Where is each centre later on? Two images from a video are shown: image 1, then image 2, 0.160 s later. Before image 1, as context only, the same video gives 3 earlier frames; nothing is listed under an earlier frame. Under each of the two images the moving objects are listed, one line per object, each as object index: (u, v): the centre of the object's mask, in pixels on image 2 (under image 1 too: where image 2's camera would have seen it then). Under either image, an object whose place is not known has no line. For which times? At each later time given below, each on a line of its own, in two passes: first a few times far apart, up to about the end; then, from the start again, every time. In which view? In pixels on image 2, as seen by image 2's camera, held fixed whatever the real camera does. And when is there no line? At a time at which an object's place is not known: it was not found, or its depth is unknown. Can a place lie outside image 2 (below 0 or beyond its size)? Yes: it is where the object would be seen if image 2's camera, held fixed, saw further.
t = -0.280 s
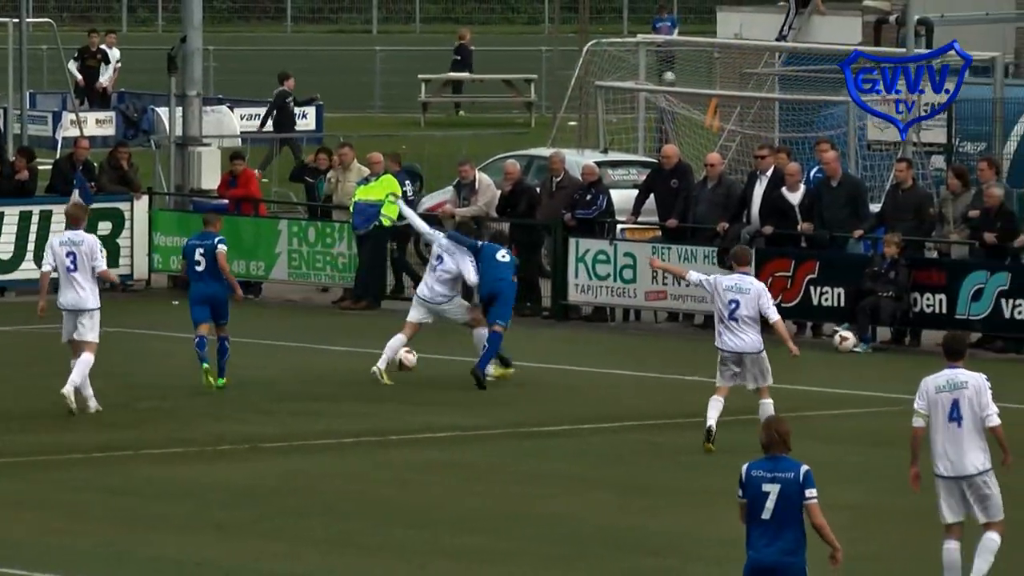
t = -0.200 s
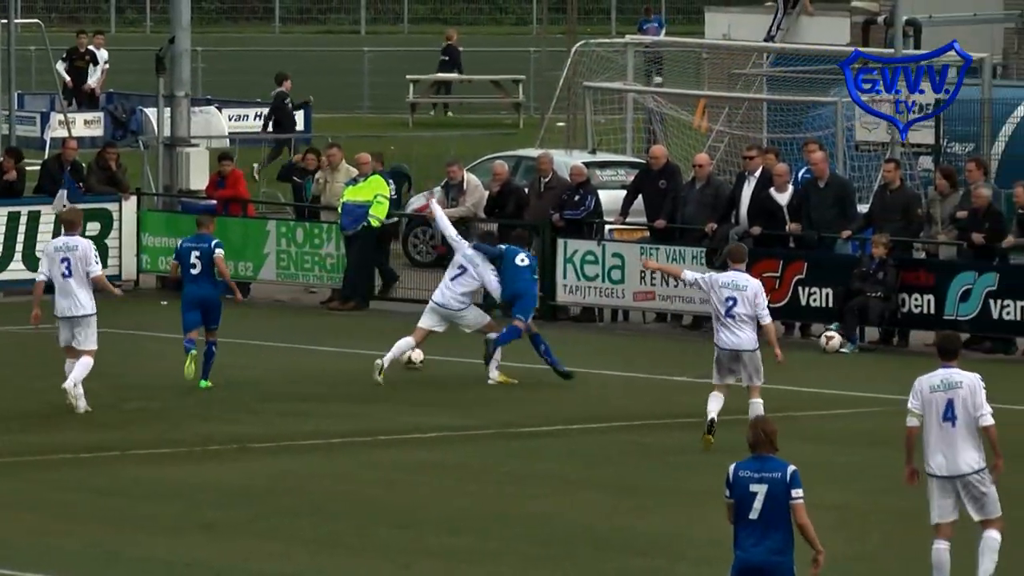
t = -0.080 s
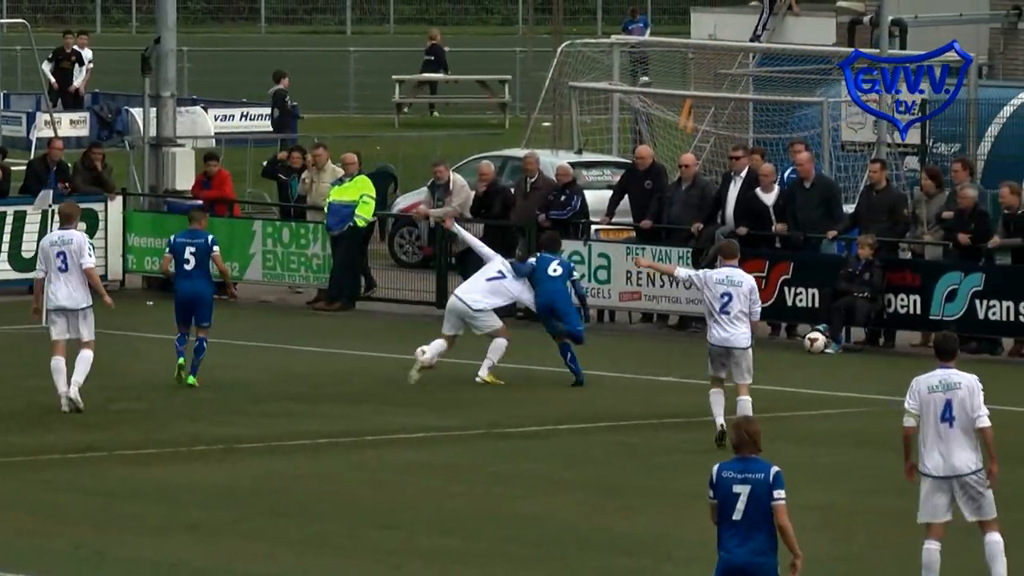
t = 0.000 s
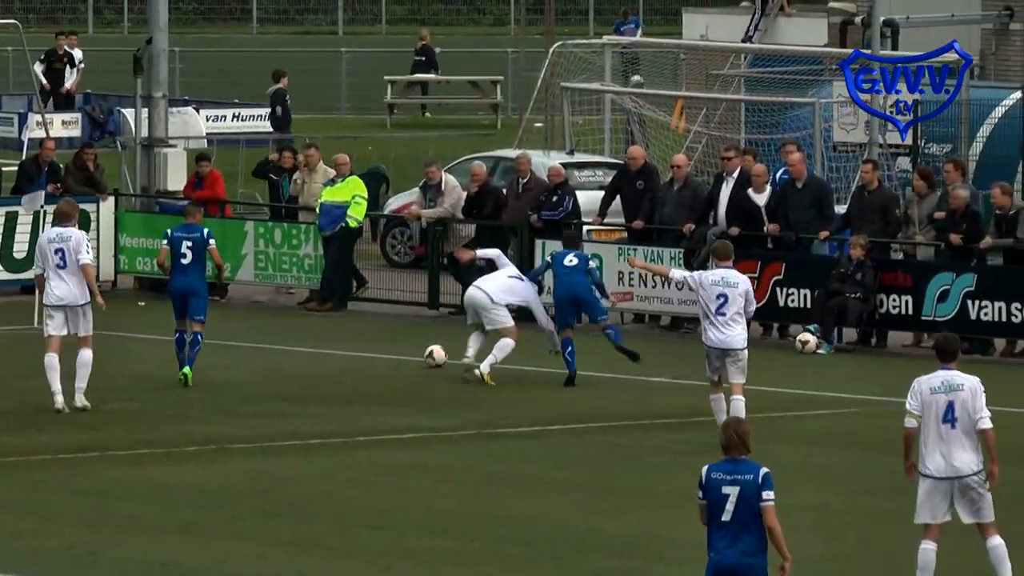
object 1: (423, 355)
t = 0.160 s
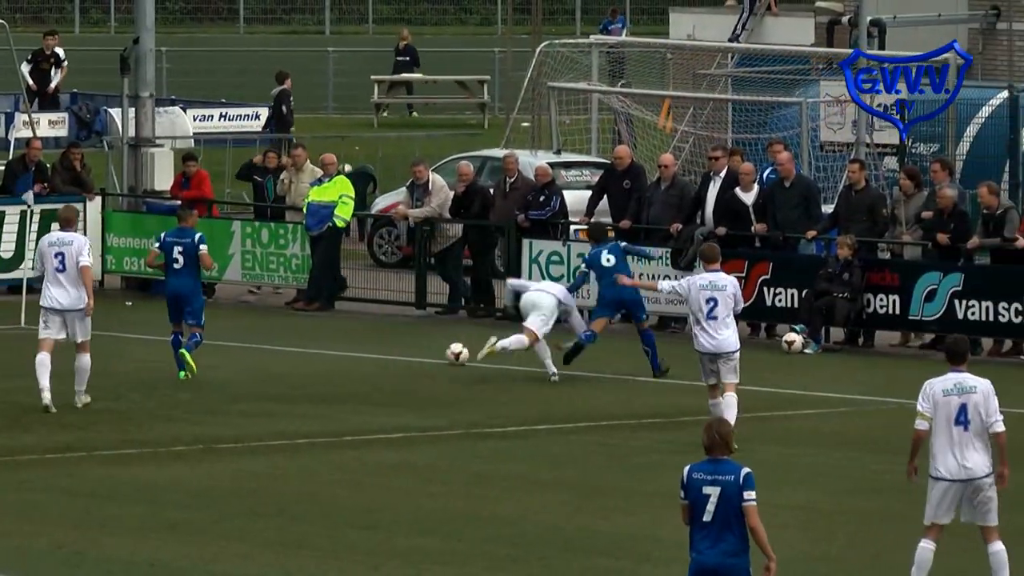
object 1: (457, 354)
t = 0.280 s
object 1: (481, 353)
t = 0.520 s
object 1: (529, 349)
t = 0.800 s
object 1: (582, 347)
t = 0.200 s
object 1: (465, 353)
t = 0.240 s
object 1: (474, 353)
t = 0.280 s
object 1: (481, 353)
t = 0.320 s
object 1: (490, 351)
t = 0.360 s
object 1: (498, 351)
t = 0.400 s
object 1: (506, 351)
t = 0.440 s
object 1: (514, 351)
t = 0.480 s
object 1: (522, 350)
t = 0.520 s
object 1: (529, 349)
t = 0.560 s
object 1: (537, 349)
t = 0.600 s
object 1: (545, 348)
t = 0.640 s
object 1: (552, 349)
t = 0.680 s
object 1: (560, 348)
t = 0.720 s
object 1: (567, 348)
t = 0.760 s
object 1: (575, 348)
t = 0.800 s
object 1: (582, 347)
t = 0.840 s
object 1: (589, 346)
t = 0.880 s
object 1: (596, 345)
